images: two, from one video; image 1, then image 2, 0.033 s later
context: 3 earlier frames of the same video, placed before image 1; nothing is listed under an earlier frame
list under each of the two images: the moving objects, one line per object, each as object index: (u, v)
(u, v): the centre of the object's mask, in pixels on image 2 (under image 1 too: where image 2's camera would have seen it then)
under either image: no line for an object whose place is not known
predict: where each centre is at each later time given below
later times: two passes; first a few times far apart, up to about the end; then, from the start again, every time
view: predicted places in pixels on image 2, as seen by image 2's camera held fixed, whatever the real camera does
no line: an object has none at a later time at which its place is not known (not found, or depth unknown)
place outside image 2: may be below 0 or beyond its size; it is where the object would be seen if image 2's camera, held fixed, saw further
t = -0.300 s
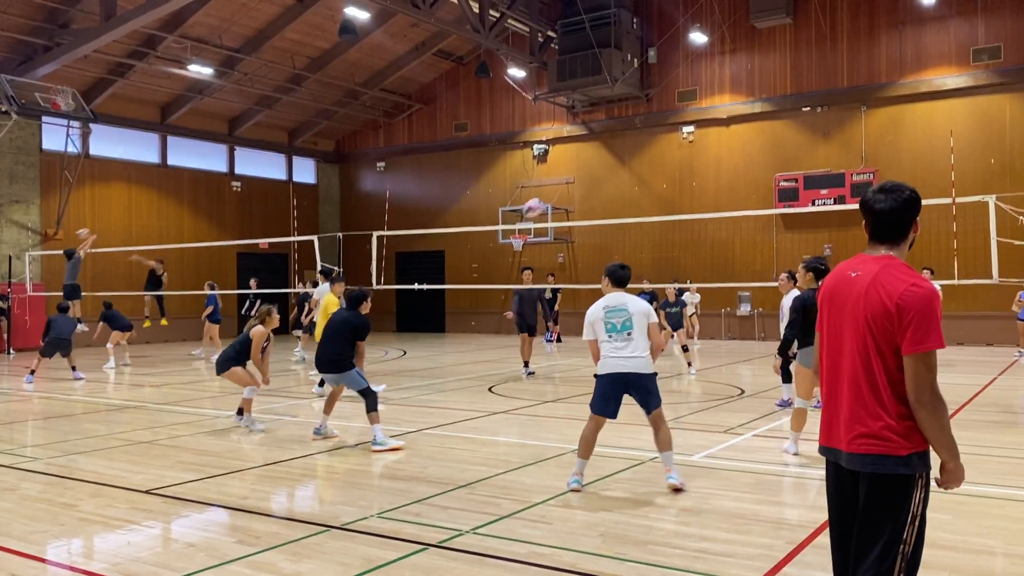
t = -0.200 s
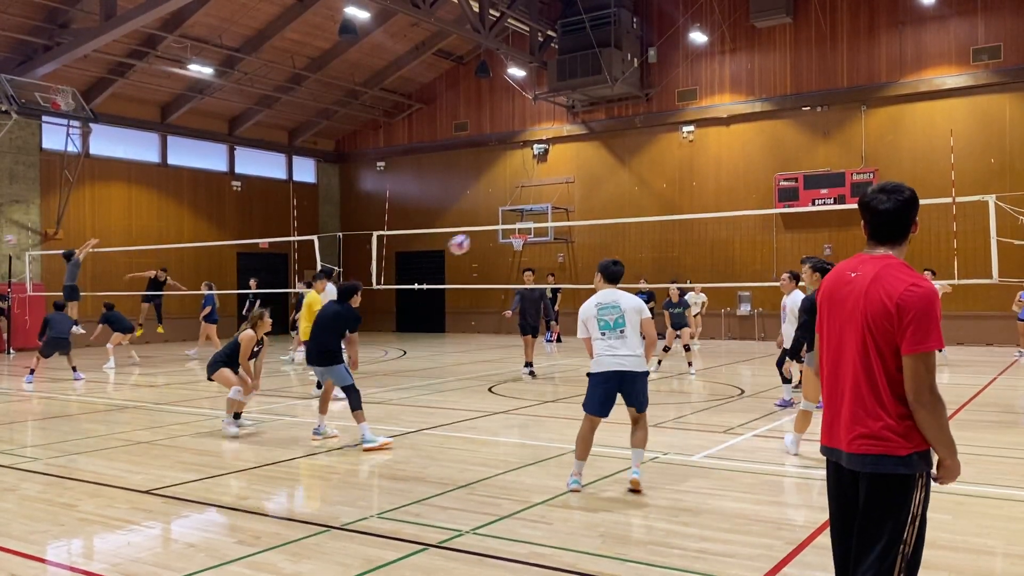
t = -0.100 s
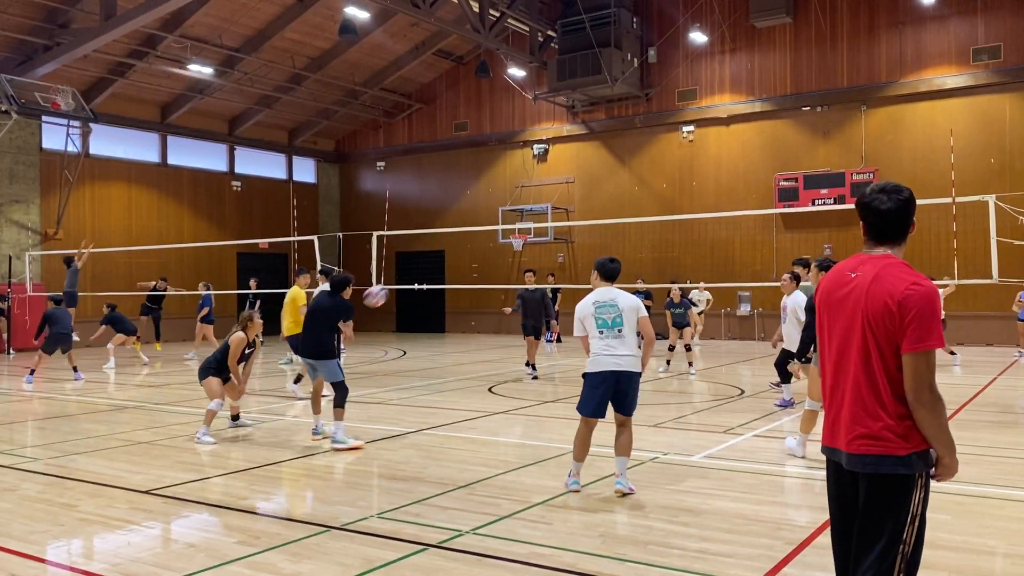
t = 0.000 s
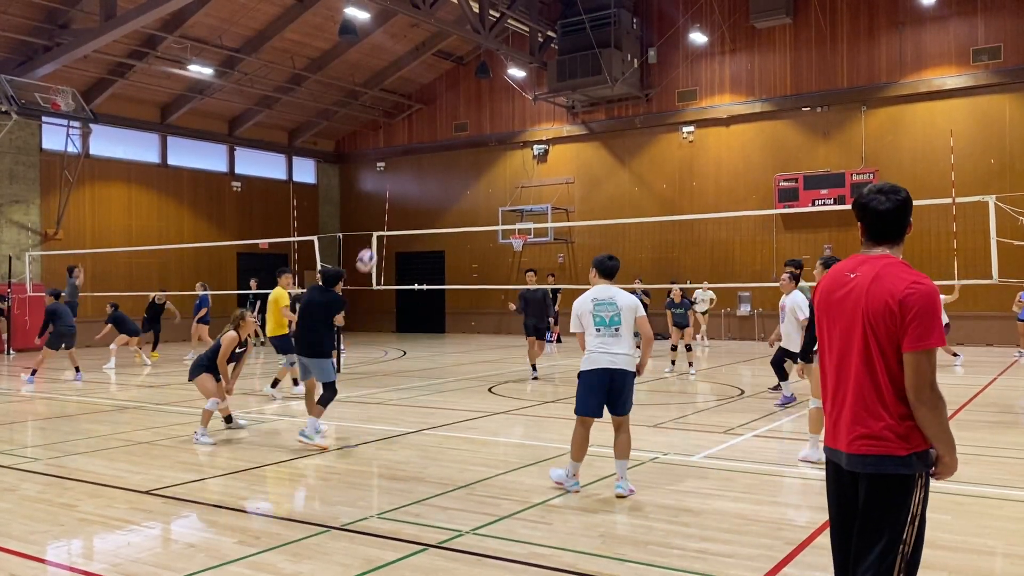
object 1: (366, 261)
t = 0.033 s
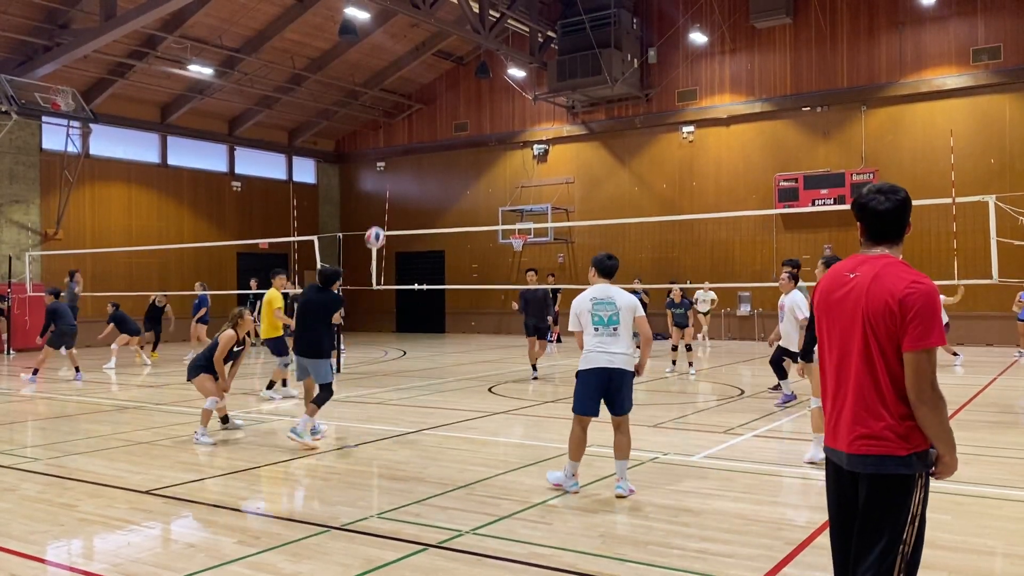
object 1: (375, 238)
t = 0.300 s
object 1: (436, 104)
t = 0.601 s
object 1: (496, 43)
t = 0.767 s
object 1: (525, 43)
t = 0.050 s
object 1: (379, 226)
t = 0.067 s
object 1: (383, 216)
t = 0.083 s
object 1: (387, 206)
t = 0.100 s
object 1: (391, 197)
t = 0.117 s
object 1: (395, 187)
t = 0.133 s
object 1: (399, 177)
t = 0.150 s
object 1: (403, 169)
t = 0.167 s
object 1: (407, 161)
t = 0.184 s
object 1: (410, 152)
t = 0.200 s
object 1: (414, 144)
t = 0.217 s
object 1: (418, 137)
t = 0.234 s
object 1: (422, 130)
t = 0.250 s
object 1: (425, 123)
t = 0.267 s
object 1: (429, 116)
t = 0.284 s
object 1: (432, 111)
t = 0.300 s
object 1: (436, 104)
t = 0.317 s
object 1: (440, 98)
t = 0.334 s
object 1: (443, 93)
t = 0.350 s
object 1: (447, 87)
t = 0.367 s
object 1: (450, 83)
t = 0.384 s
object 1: (453, 78)
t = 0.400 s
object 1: (457, 74)
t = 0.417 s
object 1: (460, 70)
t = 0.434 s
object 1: (464, 66)
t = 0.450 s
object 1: (467, 62)
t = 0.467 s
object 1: (470, 59)
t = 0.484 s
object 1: (473, 57)
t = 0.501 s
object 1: (477, 54)
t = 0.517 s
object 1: (480, 51)
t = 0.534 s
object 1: (483, 49)
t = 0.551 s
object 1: (486, 47)
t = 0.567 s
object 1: (489, 45)
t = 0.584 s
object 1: (493, 44)
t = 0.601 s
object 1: (496, 43)
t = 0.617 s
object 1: (499, 42)
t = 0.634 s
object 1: (502, 41)
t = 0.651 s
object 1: (505, 40)
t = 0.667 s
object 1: (508, 40)
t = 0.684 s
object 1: (511, 40)
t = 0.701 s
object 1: (514, 40)
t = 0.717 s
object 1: (517, 40)
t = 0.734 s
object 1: (520, 41)
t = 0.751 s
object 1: (522, 42)
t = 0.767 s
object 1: (525, 43)
